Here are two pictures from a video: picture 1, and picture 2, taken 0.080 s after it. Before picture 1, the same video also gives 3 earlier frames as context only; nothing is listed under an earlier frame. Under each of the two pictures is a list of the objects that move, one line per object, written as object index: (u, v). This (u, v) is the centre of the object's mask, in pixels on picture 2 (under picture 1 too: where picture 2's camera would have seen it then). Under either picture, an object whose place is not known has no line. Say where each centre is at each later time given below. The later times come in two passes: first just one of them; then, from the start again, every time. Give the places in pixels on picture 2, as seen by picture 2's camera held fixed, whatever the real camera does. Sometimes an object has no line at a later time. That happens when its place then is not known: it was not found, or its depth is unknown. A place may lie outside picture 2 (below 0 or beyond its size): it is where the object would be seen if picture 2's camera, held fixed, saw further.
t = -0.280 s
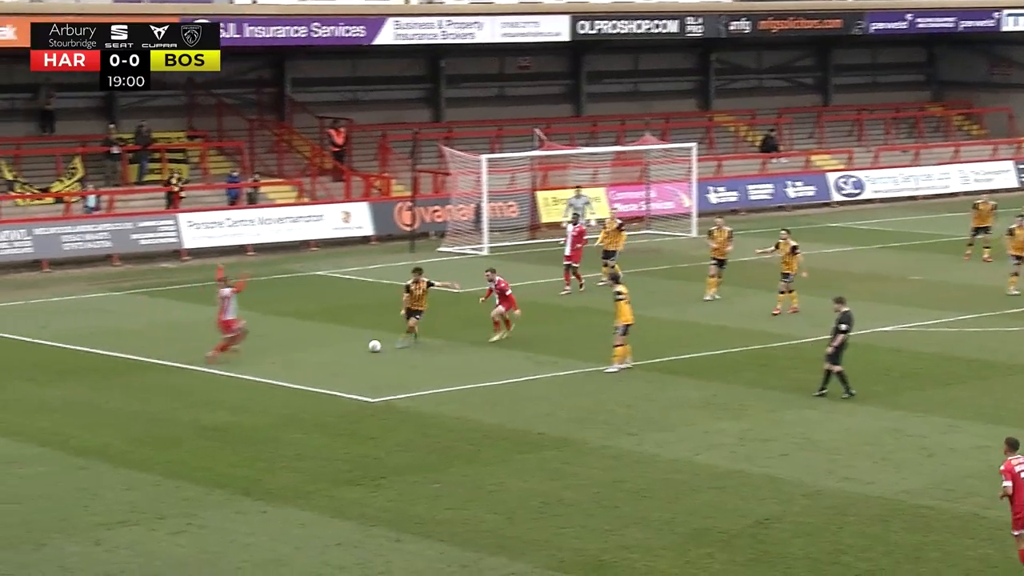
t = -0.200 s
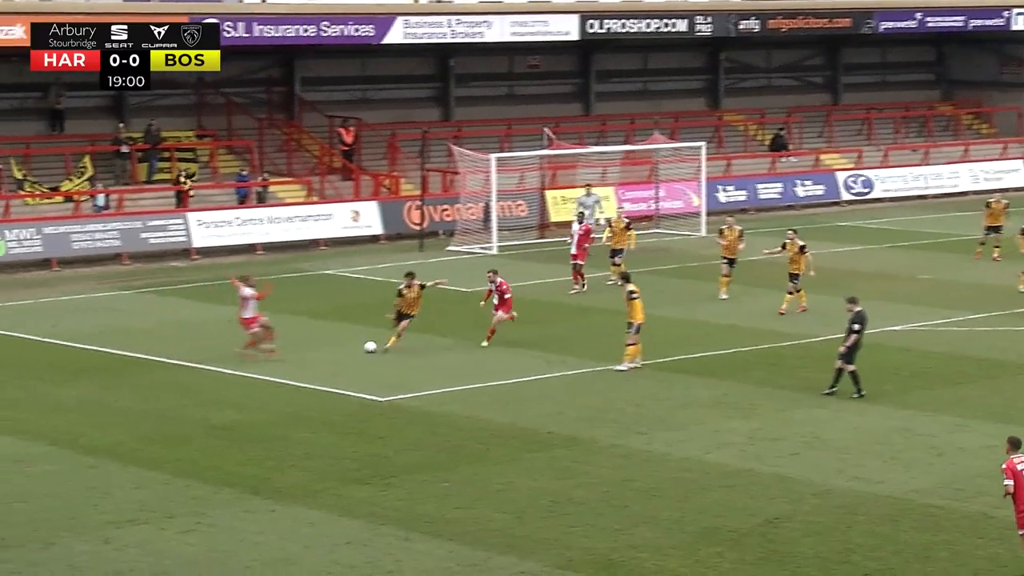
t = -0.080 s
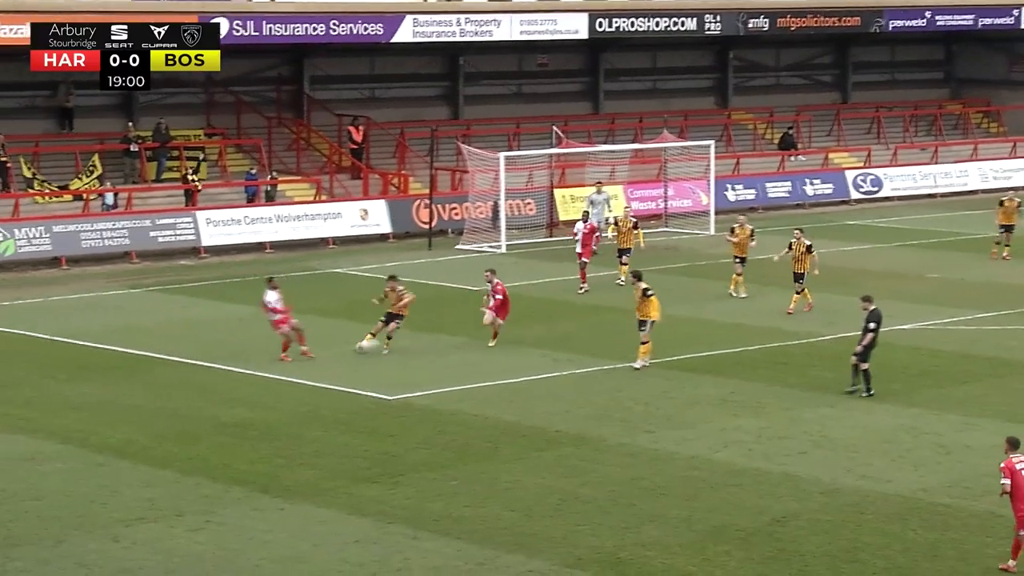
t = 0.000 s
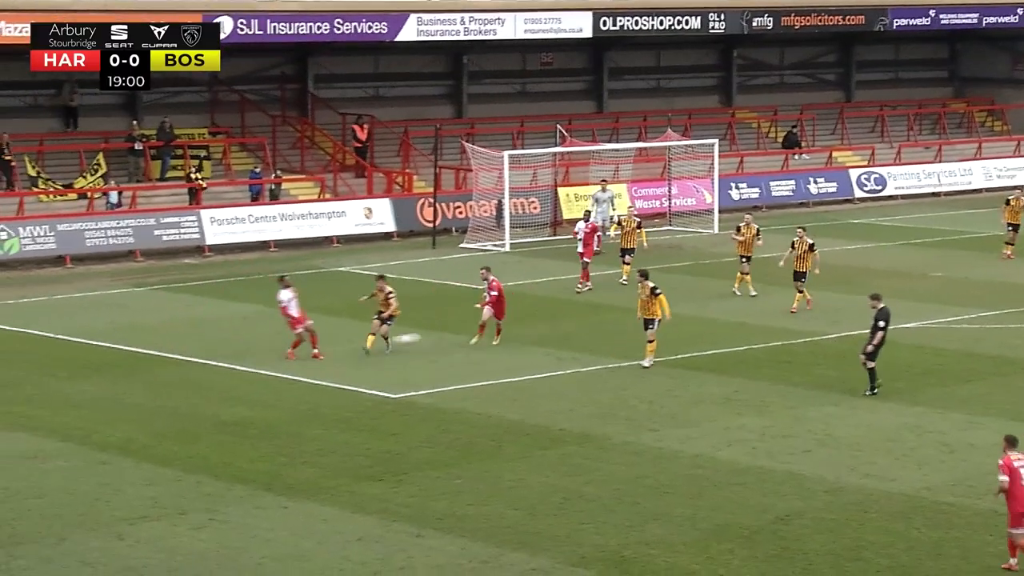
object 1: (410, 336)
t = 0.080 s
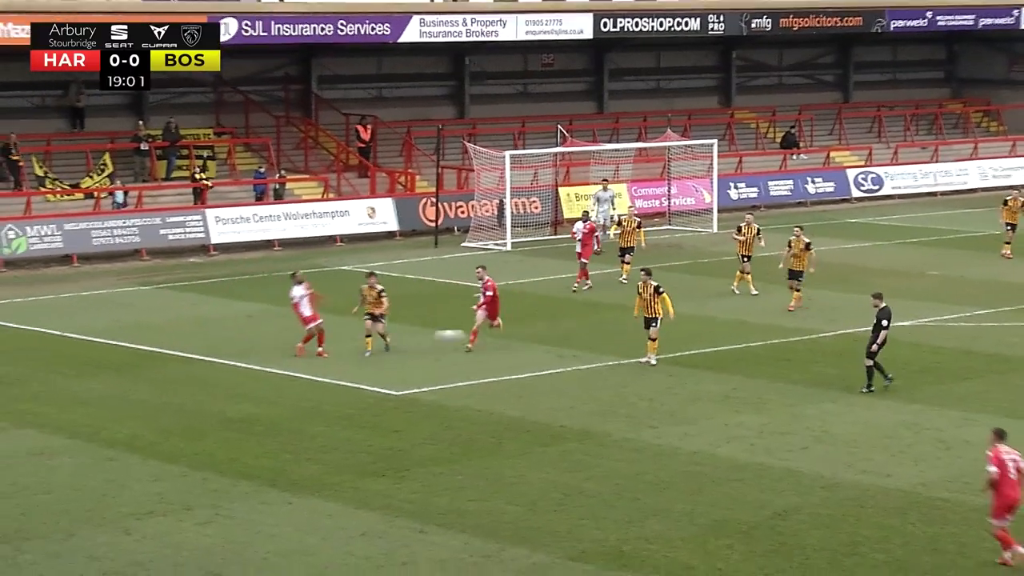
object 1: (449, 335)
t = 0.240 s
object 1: (544, 341)
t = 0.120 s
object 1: (471, 335)
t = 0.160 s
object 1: (495, 336)
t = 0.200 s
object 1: (518, 338)
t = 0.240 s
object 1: (544, 341)
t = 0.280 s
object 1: (569, 345)
